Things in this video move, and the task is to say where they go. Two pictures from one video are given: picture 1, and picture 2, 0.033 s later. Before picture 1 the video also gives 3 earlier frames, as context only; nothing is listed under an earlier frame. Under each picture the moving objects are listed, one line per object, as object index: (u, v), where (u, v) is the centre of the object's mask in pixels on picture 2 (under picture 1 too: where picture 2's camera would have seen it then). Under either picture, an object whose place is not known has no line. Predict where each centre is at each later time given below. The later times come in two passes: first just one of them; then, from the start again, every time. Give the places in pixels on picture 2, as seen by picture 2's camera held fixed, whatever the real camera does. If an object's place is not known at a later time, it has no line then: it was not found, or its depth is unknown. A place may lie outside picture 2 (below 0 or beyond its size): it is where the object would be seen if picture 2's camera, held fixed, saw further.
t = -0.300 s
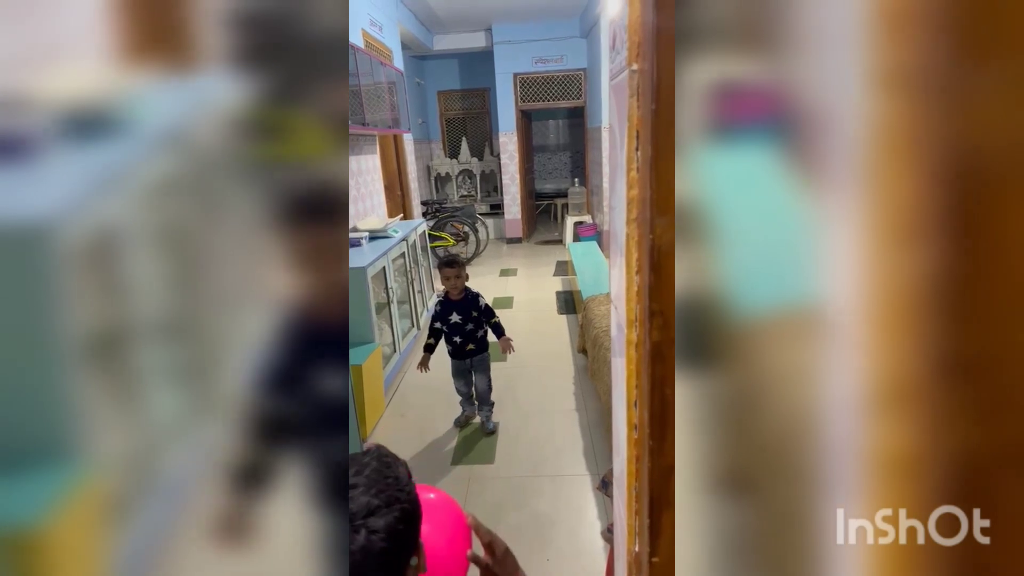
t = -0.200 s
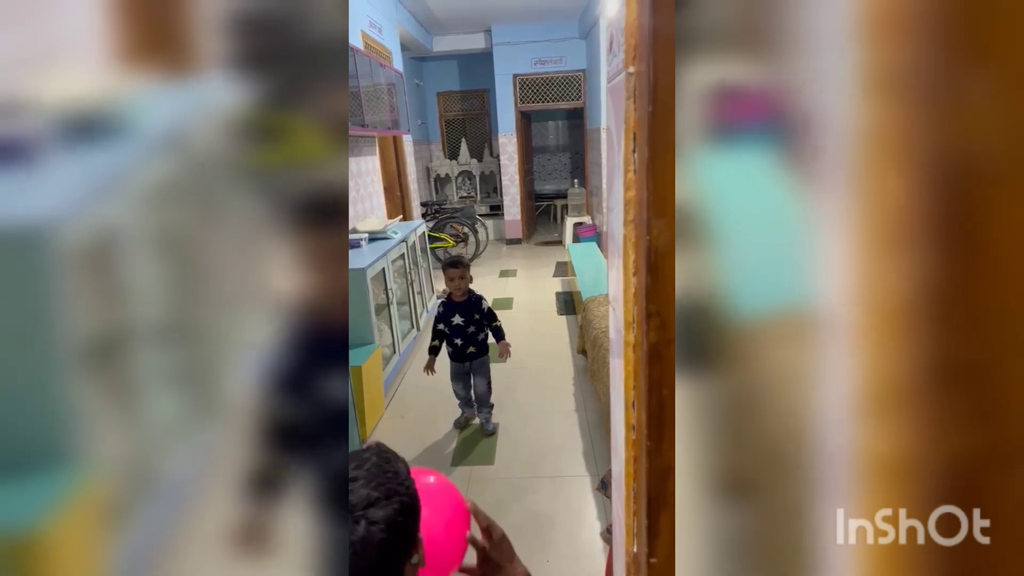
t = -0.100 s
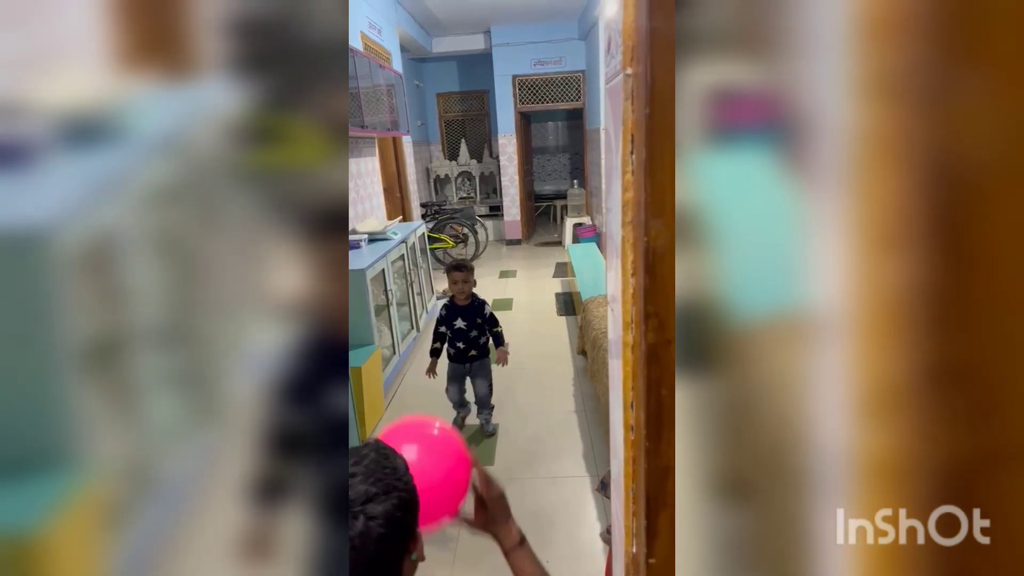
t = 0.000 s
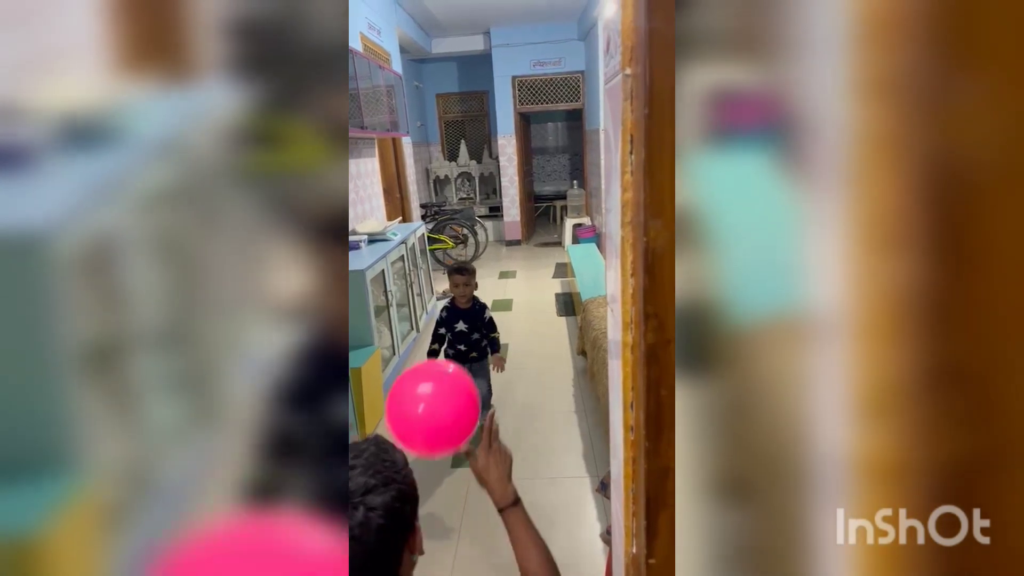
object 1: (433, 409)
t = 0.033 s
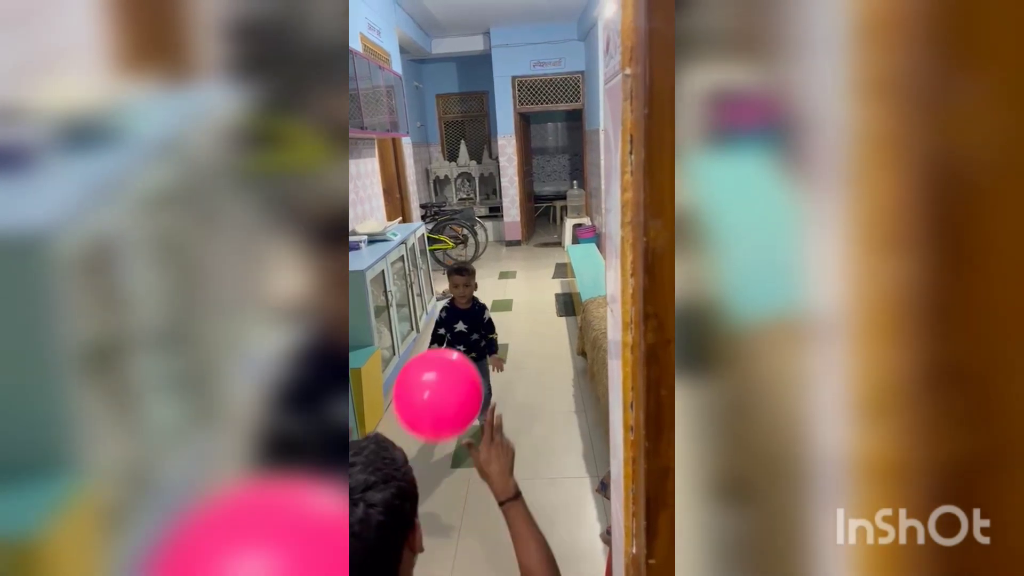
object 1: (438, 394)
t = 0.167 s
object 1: (454, 373)
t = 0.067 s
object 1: (442, 384)
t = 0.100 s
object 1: (446, 378)
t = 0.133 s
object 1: (450, 374)
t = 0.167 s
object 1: (454, 373)
